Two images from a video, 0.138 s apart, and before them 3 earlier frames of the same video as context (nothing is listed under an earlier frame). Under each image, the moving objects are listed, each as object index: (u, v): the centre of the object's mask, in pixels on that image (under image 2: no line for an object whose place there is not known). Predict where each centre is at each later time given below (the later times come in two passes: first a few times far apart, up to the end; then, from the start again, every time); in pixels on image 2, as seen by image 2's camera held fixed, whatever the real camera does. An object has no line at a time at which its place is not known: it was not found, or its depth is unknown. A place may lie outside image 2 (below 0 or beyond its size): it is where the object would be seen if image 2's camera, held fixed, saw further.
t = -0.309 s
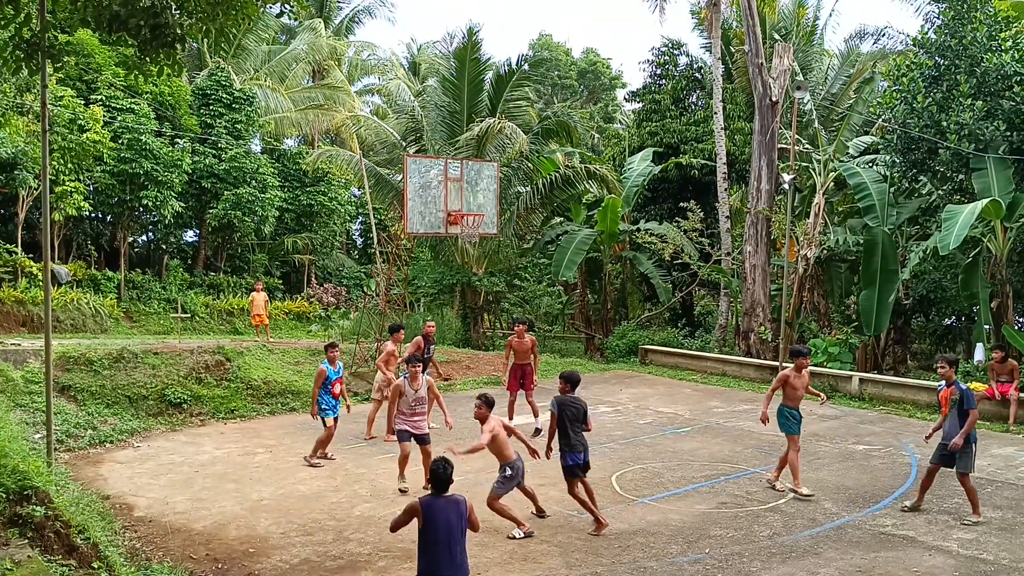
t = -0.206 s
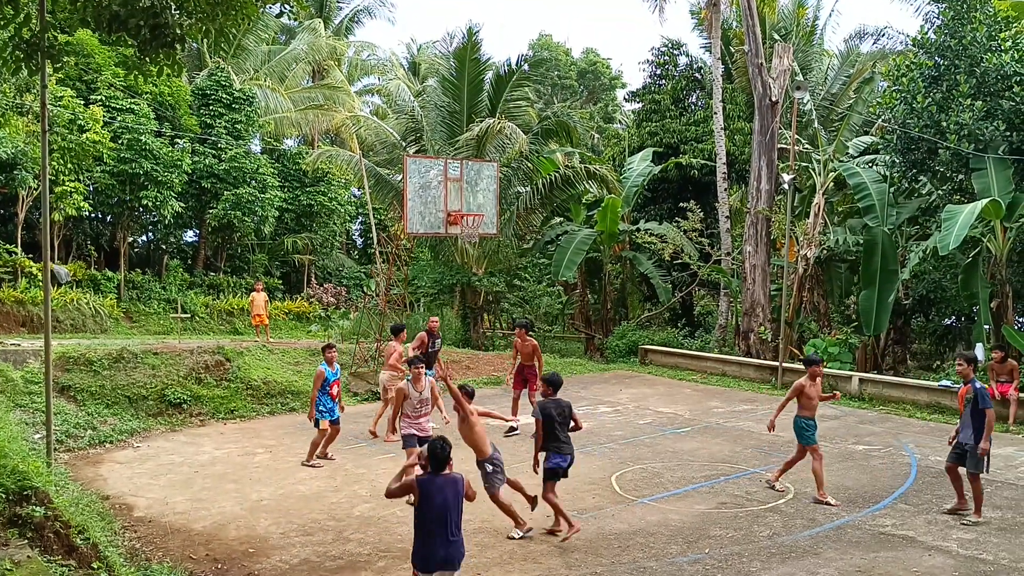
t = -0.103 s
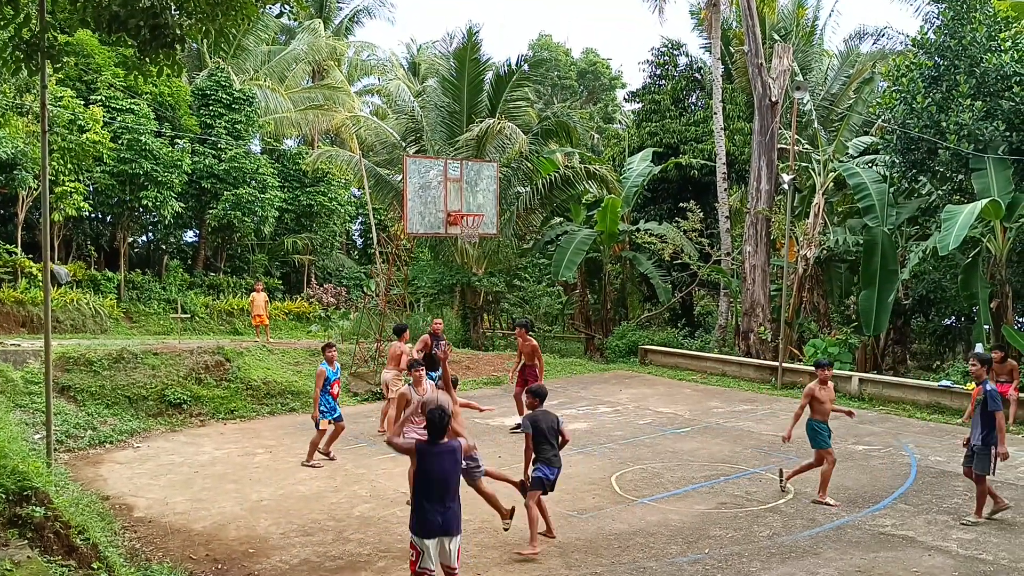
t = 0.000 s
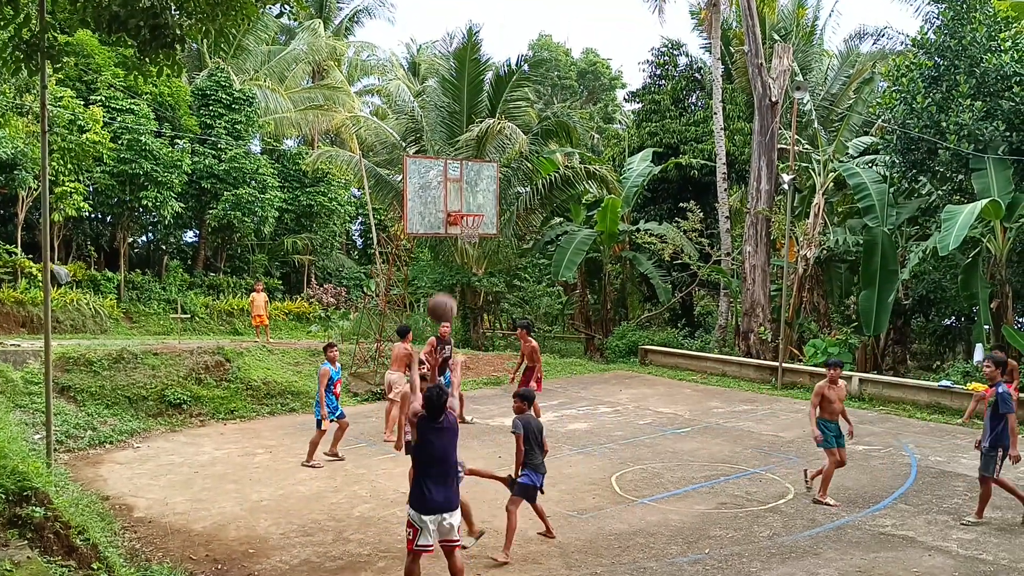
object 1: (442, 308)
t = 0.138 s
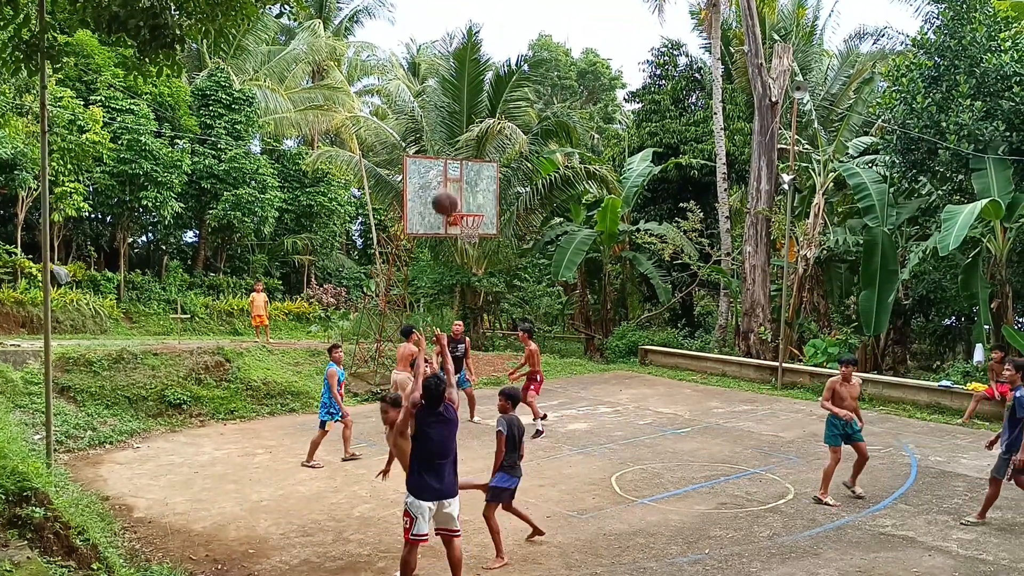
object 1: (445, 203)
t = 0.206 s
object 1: (447, 163)
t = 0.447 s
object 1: (455, 77)
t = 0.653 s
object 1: (461, 57)
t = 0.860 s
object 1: (466, 70)
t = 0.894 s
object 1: (467, 75)
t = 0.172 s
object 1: (446, 182)
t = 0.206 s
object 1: (447, 163)
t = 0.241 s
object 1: (449, 146)
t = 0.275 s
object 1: (450, 130)
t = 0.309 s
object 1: (451, 116)
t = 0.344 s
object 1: (452, 104)
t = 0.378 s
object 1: (453, 94)
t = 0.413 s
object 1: (454, 85)
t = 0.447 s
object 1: (455, 77)
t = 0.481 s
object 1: (457, 71)
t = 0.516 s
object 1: (457, 65)
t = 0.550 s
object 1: (459, 62)
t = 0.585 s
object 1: (460, 59)
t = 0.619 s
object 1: (461, 58)
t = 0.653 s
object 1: (461, 57)
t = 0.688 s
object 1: (462, 57)
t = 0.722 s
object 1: (463, 57)
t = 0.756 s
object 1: (464, 59)
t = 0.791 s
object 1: (465, 61)
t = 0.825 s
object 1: (466, 65)
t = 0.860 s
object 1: (466, 70)
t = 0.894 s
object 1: (467, 75)
